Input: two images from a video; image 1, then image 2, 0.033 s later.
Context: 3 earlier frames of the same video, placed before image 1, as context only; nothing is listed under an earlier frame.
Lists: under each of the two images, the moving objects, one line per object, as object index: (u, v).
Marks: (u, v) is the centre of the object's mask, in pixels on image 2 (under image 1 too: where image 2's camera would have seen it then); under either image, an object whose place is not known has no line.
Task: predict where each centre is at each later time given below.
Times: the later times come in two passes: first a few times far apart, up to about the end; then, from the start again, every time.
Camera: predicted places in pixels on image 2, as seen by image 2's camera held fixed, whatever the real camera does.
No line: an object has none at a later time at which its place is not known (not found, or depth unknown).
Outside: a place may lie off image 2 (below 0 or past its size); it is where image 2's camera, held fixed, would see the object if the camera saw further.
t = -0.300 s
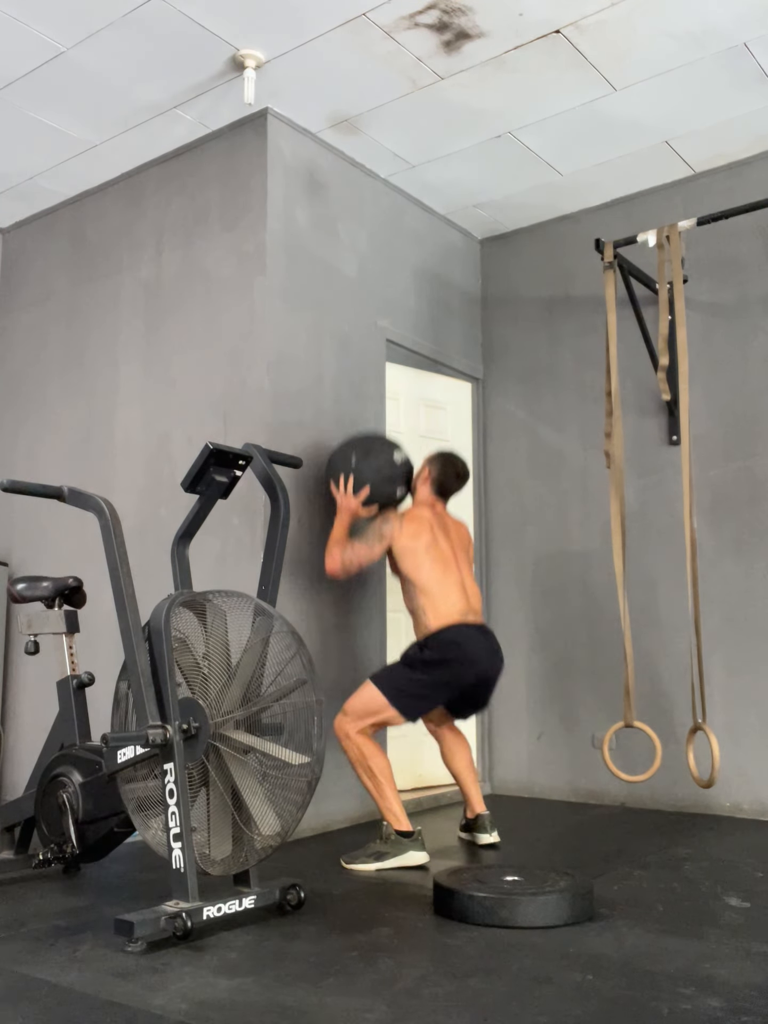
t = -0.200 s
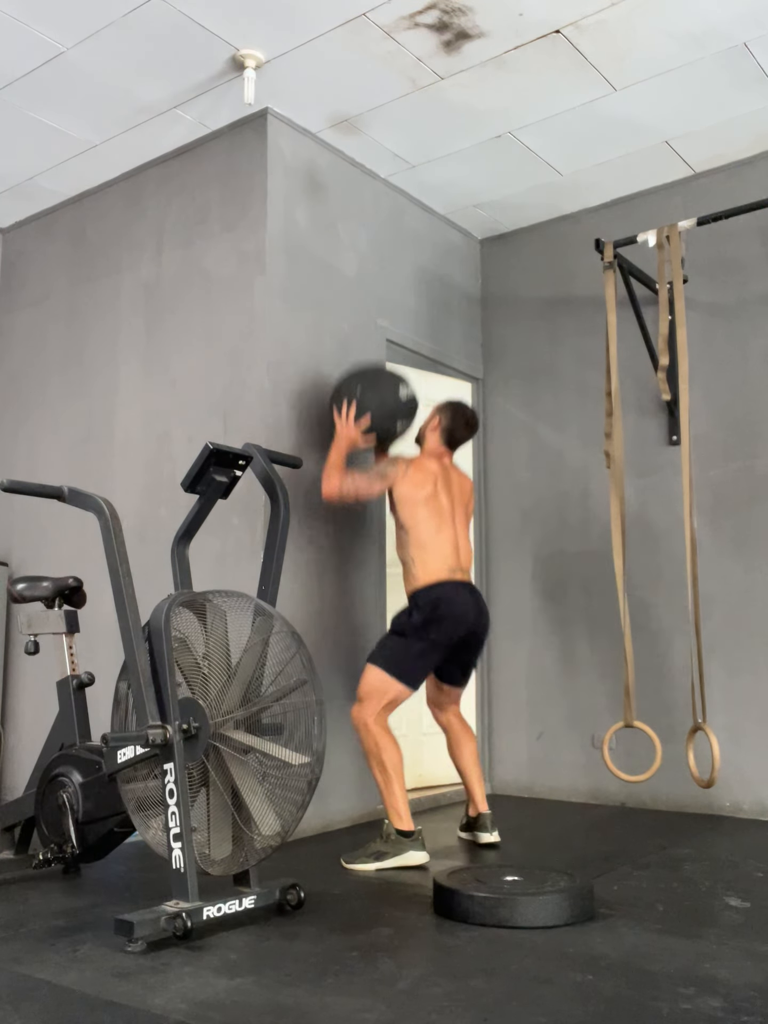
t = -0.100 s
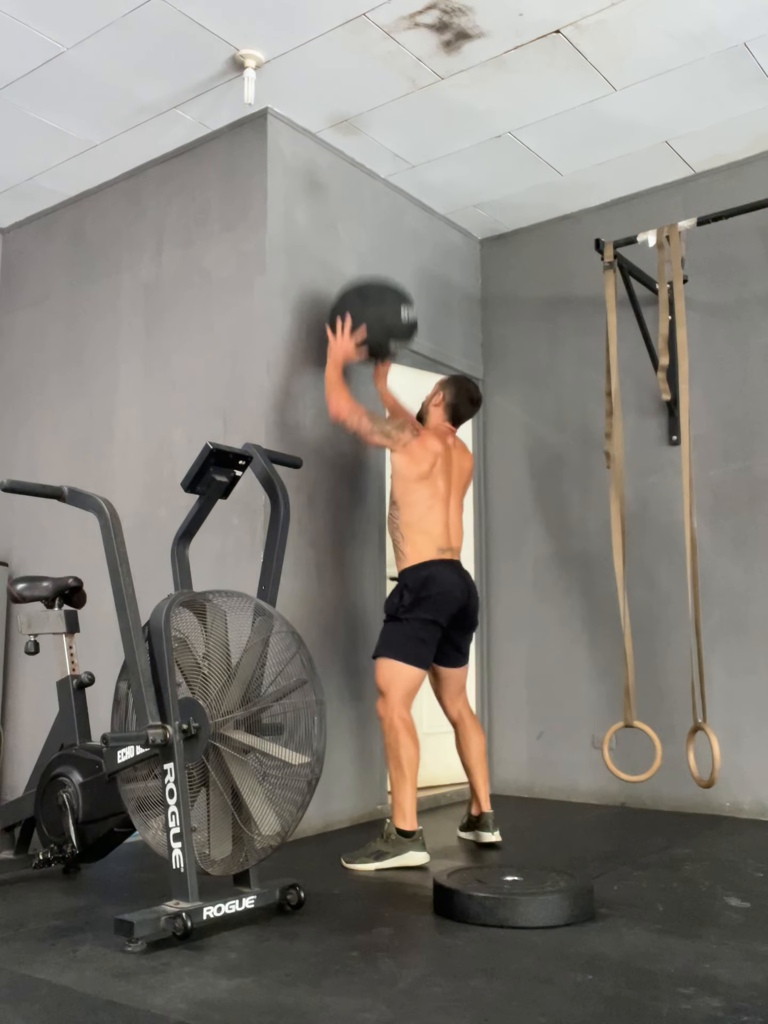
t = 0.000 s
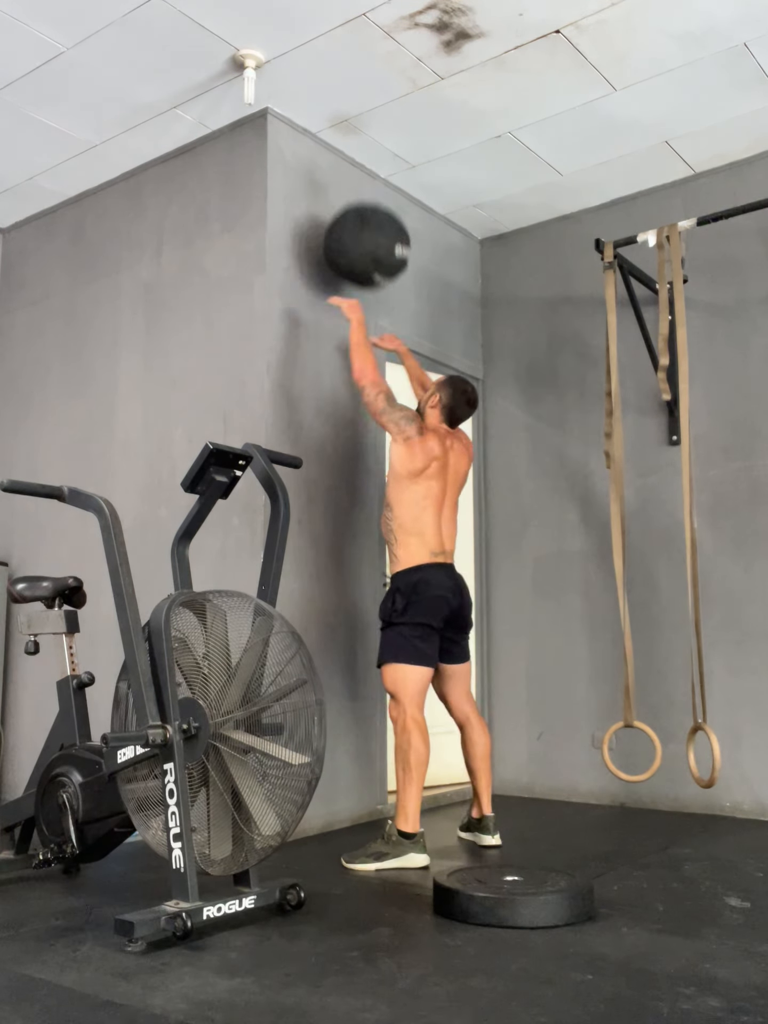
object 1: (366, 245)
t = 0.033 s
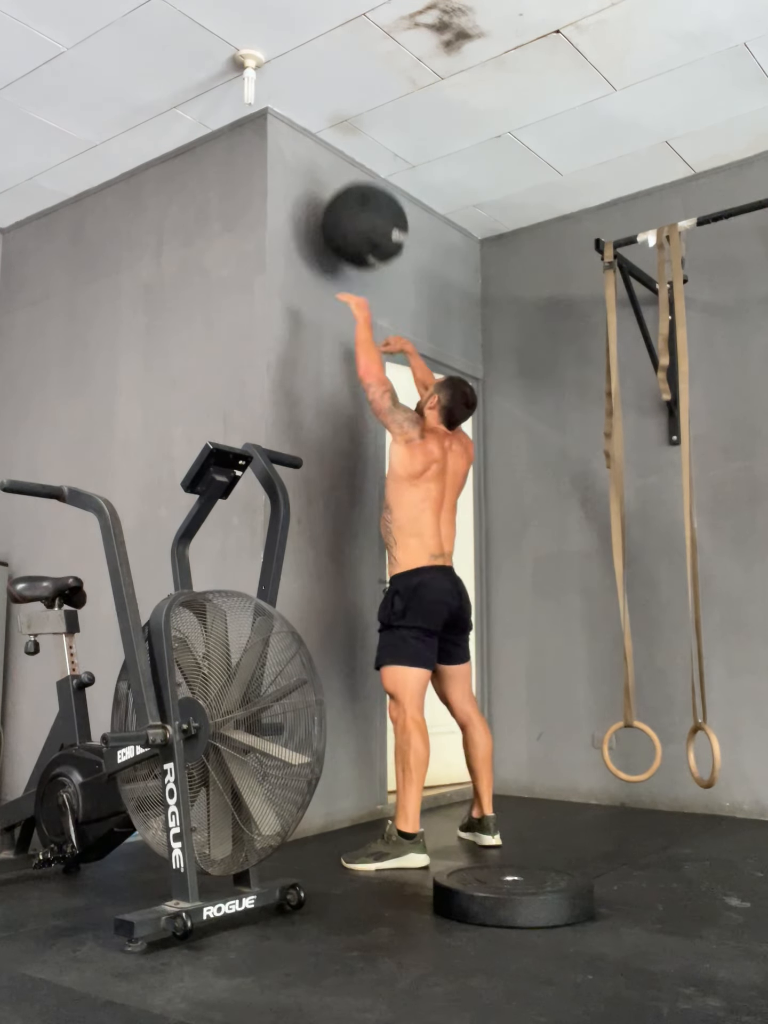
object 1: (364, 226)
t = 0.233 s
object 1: (350, 160)
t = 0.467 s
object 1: (341, 199)
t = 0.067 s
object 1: (362, 209)
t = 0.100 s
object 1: (360, 194)
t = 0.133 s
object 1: (357, 182)
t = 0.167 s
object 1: (354, 173)
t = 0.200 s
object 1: (353, 165)
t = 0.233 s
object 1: (350, 160)
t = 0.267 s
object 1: (348, 159)
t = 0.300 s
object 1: (345, 160)
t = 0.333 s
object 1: (343, 164)
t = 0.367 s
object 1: (340, 171)
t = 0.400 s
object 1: (339, 179)
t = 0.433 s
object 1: (339, 188)
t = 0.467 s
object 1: (341, 199)
